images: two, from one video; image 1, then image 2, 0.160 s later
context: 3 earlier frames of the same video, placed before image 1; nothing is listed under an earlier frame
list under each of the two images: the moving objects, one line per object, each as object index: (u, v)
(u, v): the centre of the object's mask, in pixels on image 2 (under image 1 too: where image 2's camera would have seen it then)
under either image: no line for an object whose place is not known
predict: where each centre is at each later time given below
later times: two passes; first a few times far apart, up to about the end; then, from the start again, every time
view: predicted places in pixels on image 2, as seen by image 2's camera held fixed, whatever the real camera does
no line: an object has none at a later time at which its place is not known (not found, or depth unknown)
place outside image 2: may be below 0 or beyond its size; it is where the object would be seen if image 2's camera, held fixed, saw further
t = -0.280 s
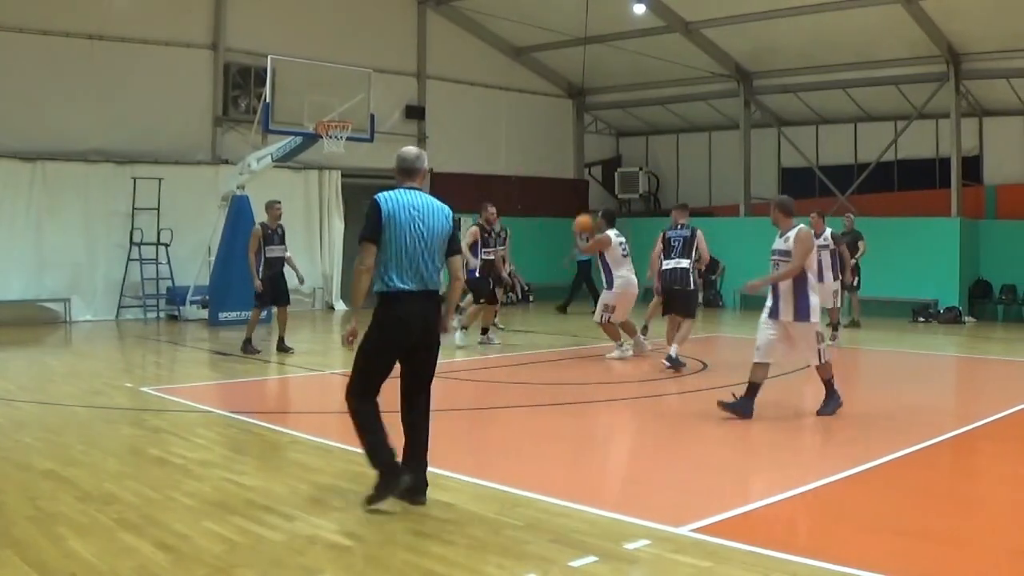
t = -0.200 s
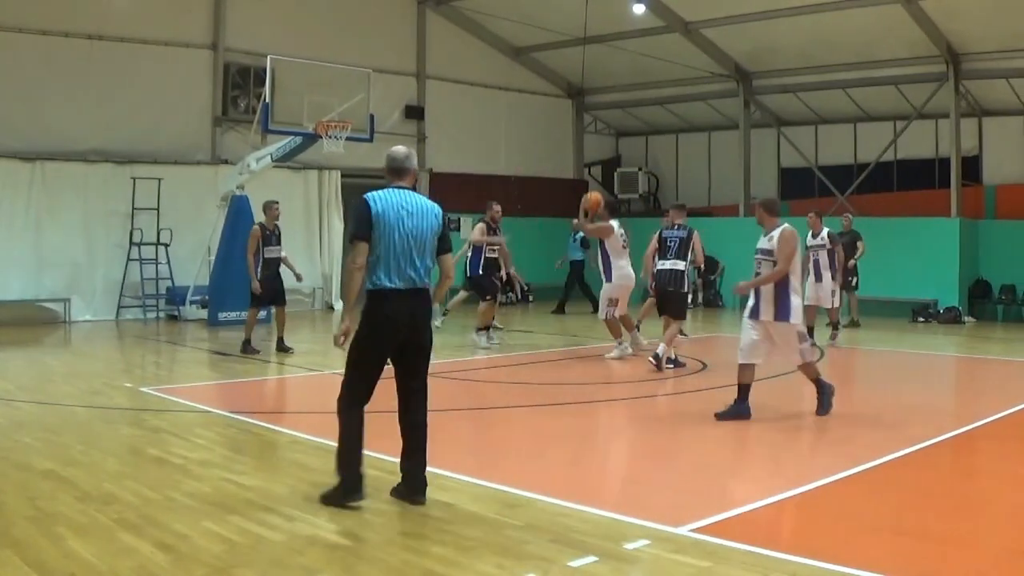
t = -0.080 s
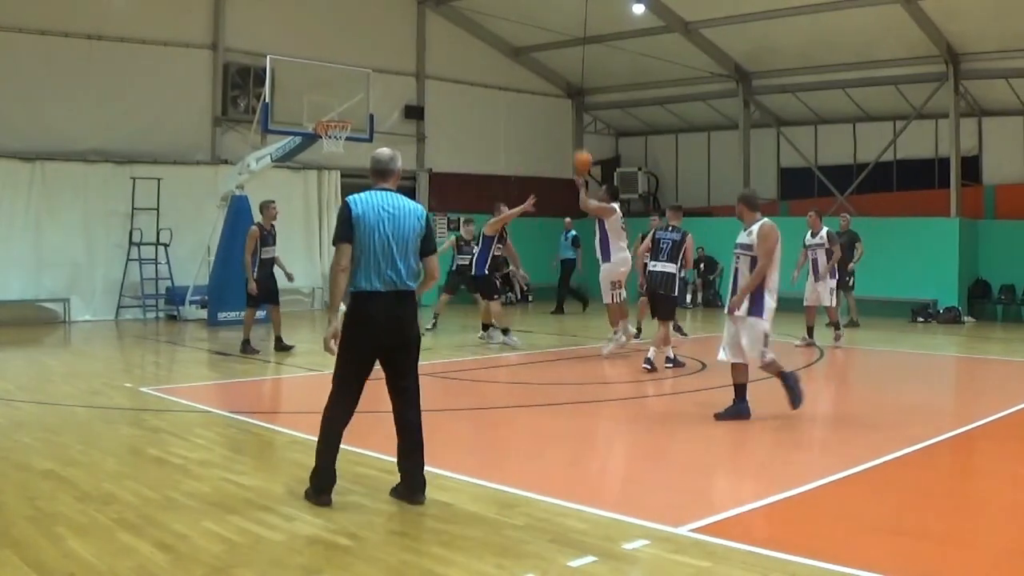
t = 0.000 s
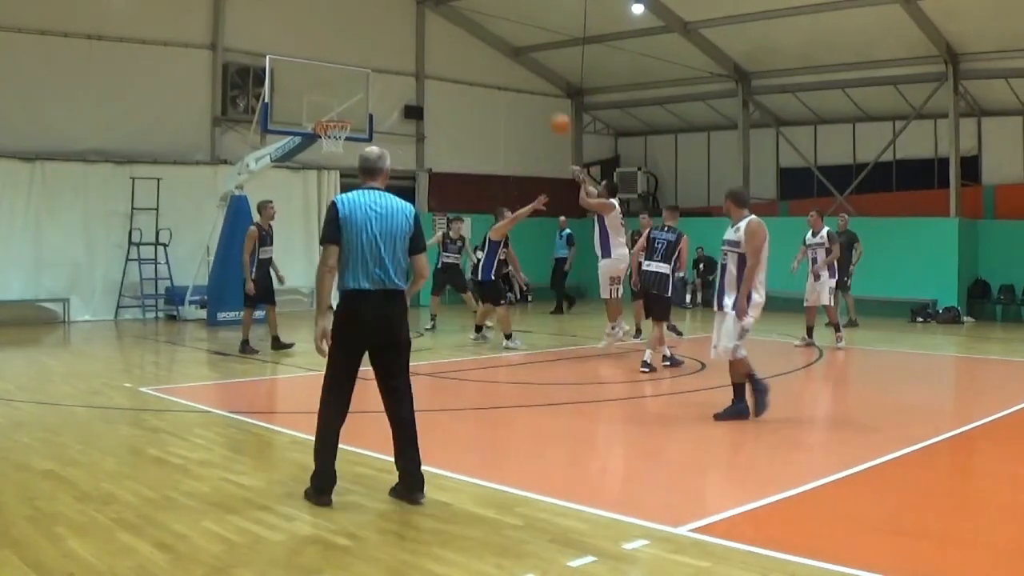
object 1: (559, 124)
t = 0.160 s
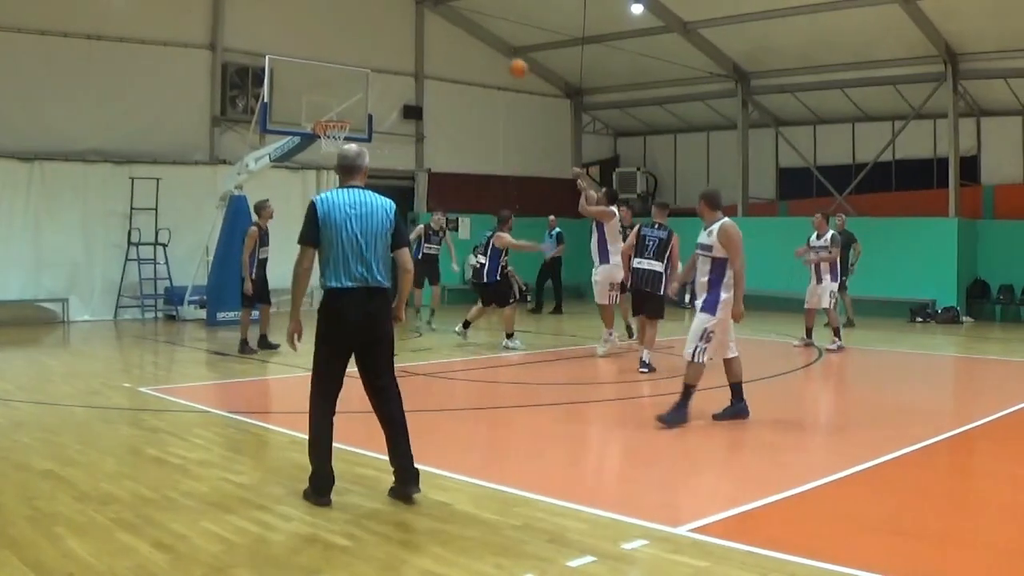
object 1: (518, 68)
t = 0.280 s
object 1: (489, 42)
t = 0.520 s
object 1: (432, 24)
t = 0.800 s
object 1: (374, 53)
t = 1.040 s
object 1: (328, 116)
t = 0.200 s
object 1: (508, 58)
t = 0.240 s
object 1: (499, 49)
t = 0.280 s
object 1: (489, 42)
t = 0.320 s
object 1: (479, 36)
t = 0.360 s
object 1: (469, 31)
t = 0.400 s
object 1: (460, 27)
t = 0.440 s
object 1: (451, 25)
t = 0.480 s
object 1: (442, 24)
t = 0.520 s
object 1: (432, 24)
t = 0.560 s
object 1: (424, 25)
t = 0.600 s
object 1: (415, 26)
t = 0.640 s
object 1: (407, 30)
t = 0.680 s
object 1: (399, 34)
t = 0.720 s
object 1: (390, 40)
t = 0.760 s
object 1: (382, 46)
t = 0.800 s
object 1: (374, 53)
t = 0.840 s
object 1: (366, 62)
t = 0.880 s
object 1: (358, 72)
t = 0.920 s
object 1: (350, 82)
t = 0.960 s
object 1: (342, 93)
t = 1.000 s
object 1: (335, 105)
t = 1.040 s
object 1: (328, 116)
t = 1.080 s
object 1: (334, 114)
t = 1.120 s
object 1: (341, 109)
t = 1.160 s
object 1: (348, 106)
